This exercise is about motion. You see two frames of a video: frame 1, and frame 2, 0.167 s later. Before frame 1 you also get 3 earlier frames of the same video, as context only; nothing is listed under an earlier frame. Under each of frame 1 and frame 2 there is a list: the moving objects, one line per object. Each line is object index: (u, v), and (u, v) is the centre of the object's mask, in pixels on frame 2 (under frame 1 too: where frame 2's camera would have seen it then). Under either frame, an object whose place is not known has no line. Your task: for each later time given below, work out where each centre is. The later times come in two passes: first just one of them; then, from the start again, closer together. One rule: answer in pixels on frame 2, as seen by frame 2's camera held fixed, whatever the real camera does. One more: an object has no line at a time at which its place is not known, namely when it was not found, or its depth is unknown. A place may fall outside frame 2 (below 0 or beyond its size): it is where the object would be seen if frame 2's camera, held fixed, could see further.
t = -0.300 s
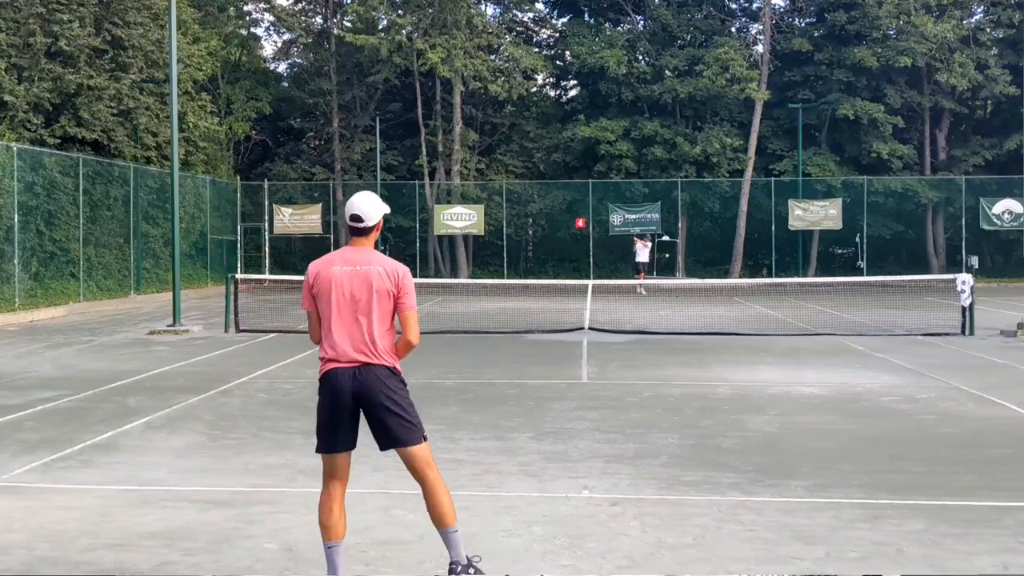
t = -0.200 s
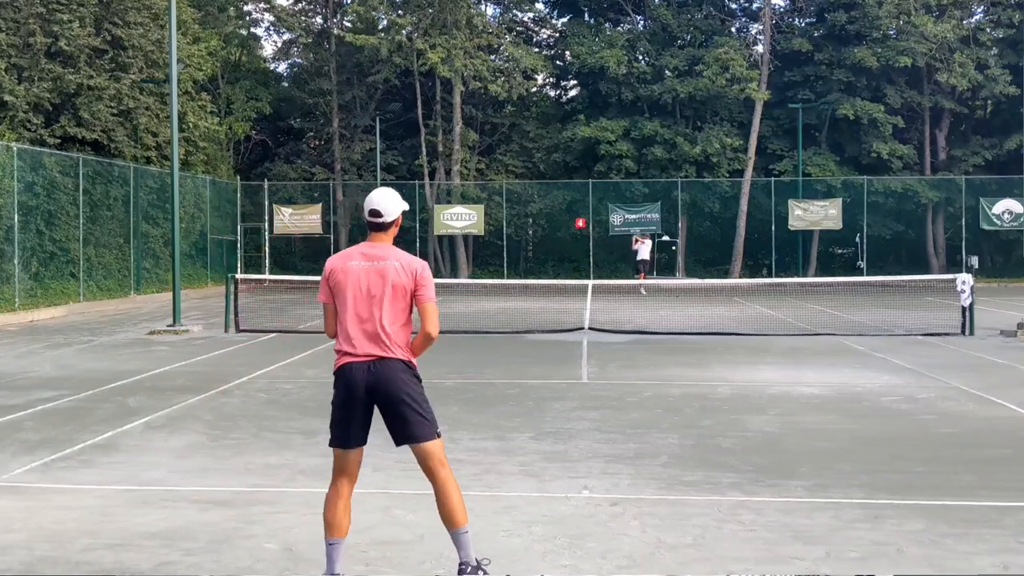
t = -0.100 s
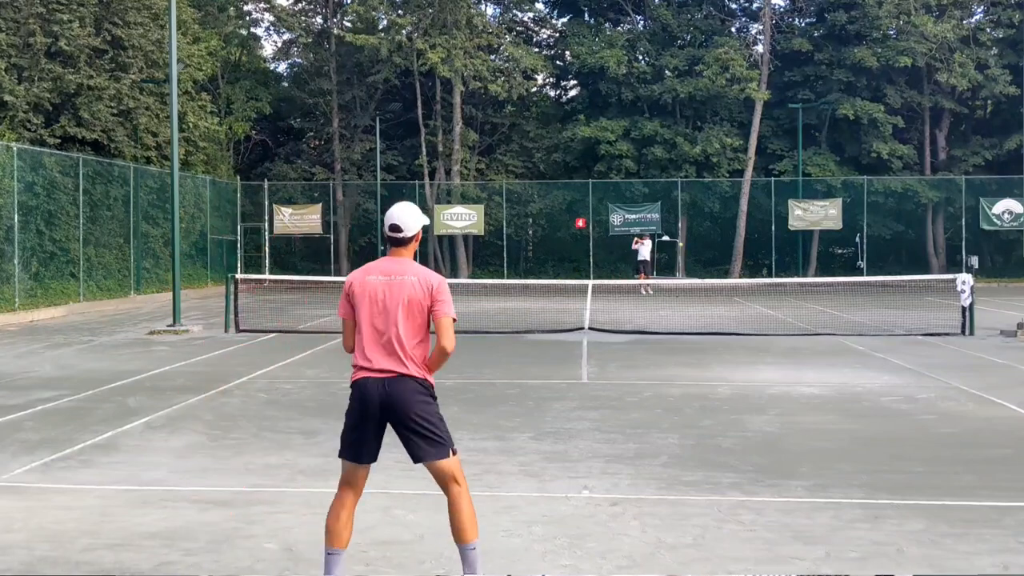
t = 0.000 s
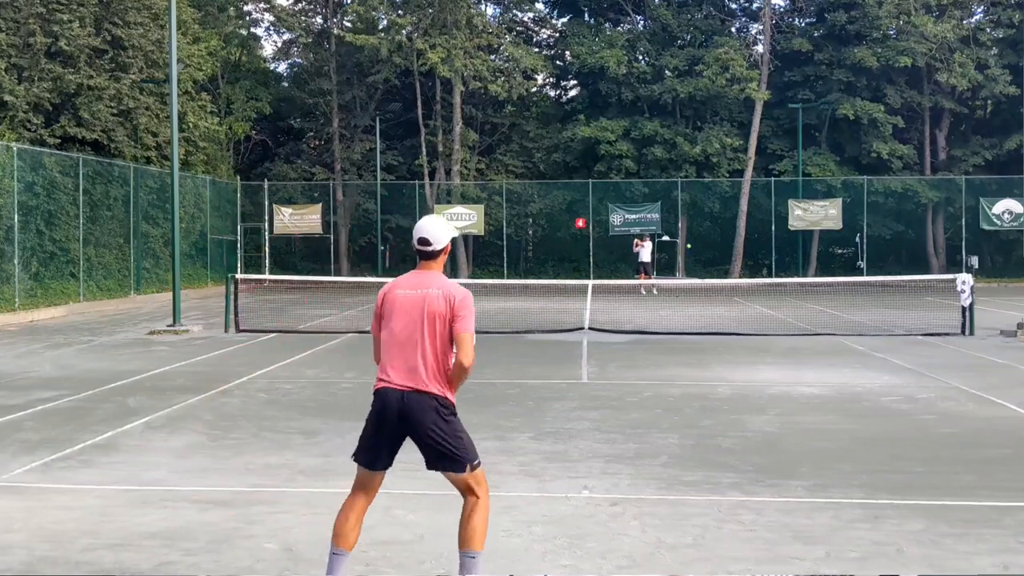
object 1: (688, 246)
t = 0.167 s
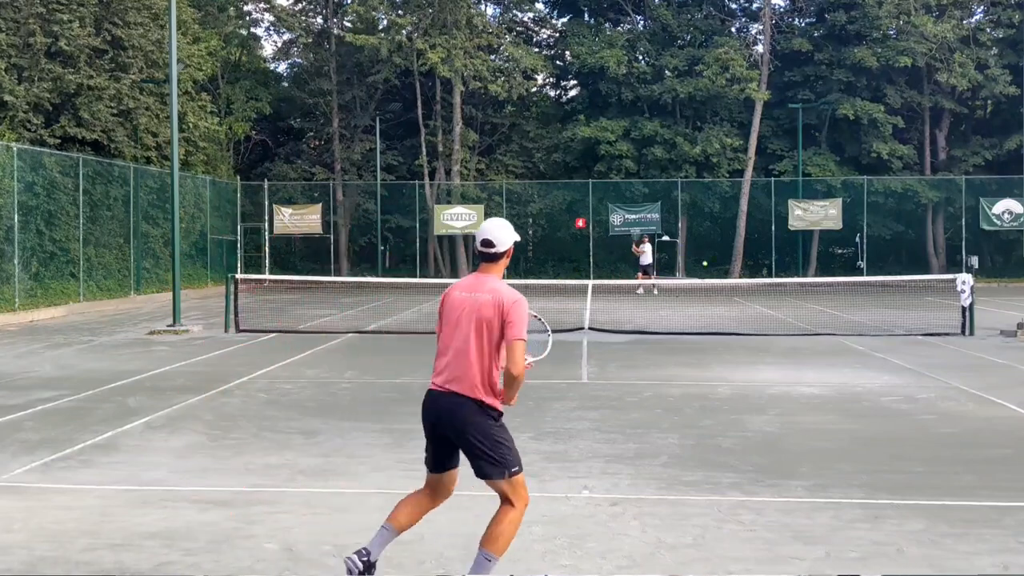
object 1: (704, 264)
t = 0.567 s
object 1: (758, 337)
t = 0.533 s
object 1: (755, 346)
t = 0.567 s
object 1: (758, 337)
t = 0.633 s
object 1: (768, 324)
